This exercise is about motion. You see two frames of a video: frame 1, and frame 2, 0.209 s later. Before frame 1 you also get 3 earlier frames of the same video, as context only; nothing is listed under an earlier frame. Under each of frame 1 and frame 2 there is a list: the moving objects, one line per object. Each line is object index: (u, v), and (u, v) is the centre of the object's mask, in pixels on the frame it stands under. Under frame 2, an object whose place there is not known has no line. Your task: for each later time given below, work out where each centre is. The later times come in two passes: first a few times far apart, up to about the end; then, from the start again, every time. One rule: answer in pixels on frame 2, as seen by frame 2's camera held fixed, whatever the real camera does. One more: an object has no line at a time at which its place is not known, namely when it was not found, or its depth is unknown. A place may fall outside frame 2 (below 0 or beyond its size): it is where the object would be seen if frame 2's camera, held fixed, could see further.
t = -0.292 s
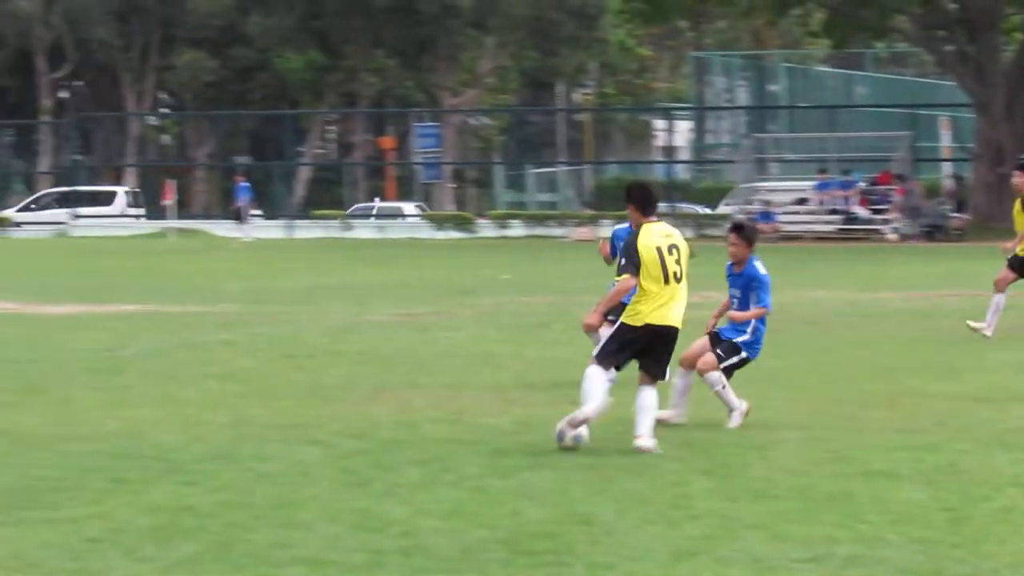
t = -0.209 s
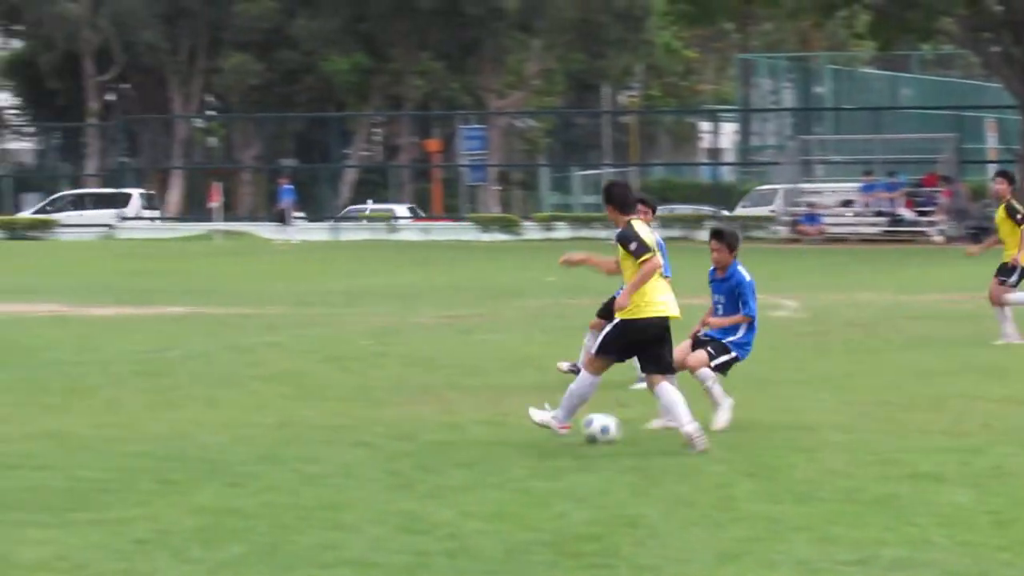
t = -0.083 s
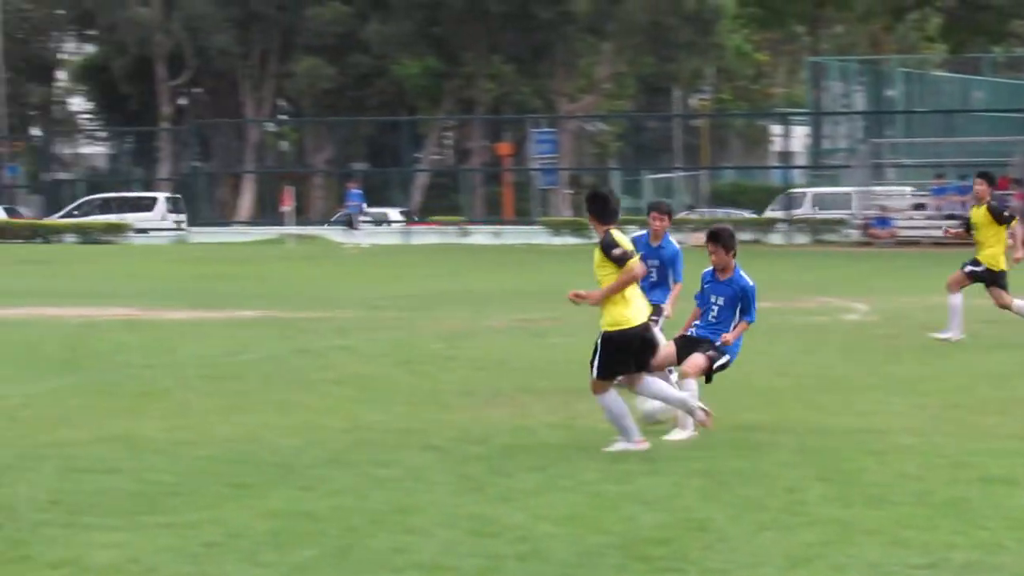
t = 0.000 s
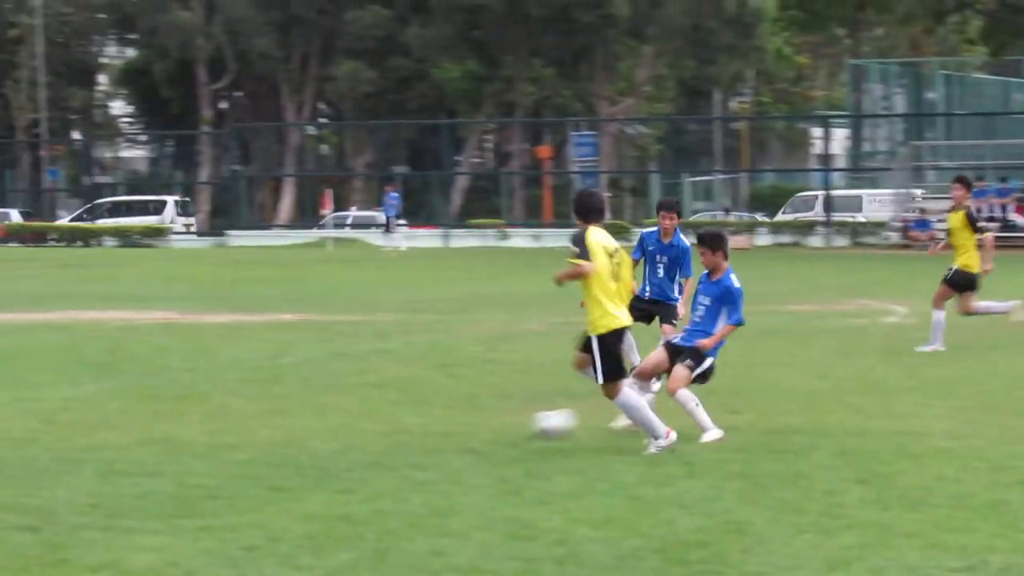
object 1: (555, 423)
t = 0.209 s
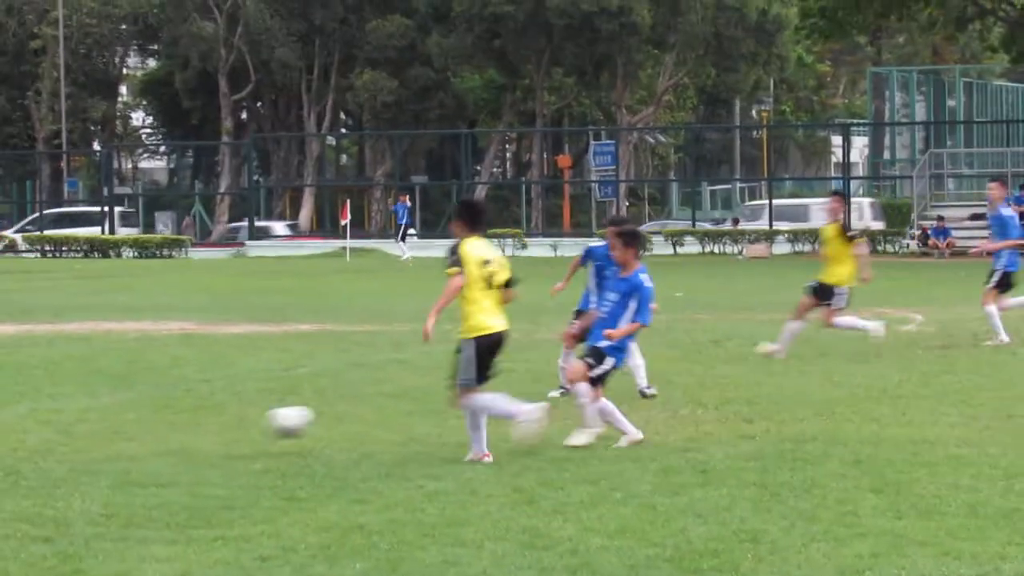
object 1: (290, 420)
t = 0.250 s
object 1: (233, 426)
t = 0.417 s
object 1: (36, 439)
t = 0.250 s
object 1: (233, 426)
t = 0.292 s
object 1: (178, 434)
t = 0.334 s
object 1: (124, 443)
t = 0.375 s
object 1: (77, 443)
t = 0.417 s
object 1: (36, 439)
